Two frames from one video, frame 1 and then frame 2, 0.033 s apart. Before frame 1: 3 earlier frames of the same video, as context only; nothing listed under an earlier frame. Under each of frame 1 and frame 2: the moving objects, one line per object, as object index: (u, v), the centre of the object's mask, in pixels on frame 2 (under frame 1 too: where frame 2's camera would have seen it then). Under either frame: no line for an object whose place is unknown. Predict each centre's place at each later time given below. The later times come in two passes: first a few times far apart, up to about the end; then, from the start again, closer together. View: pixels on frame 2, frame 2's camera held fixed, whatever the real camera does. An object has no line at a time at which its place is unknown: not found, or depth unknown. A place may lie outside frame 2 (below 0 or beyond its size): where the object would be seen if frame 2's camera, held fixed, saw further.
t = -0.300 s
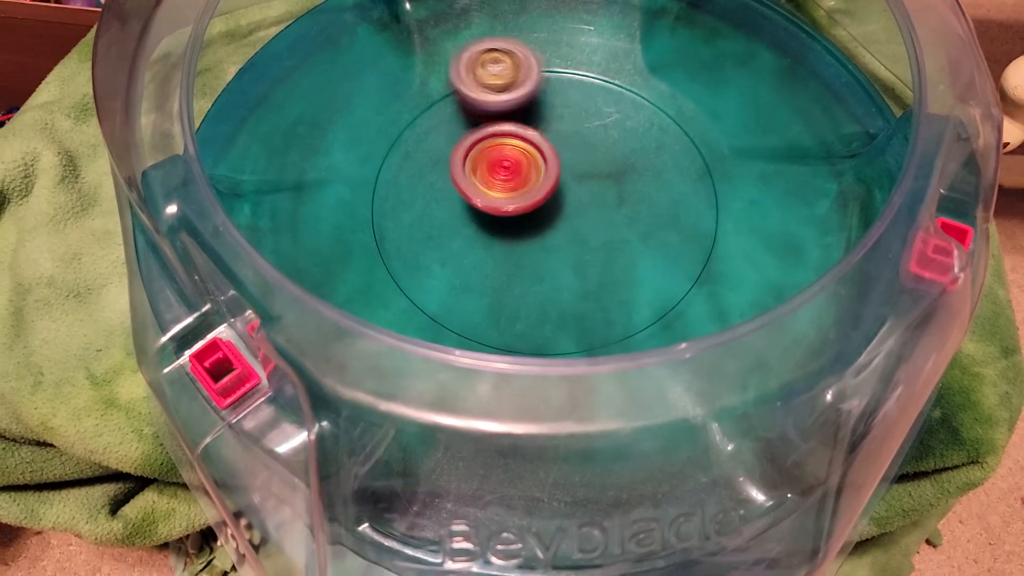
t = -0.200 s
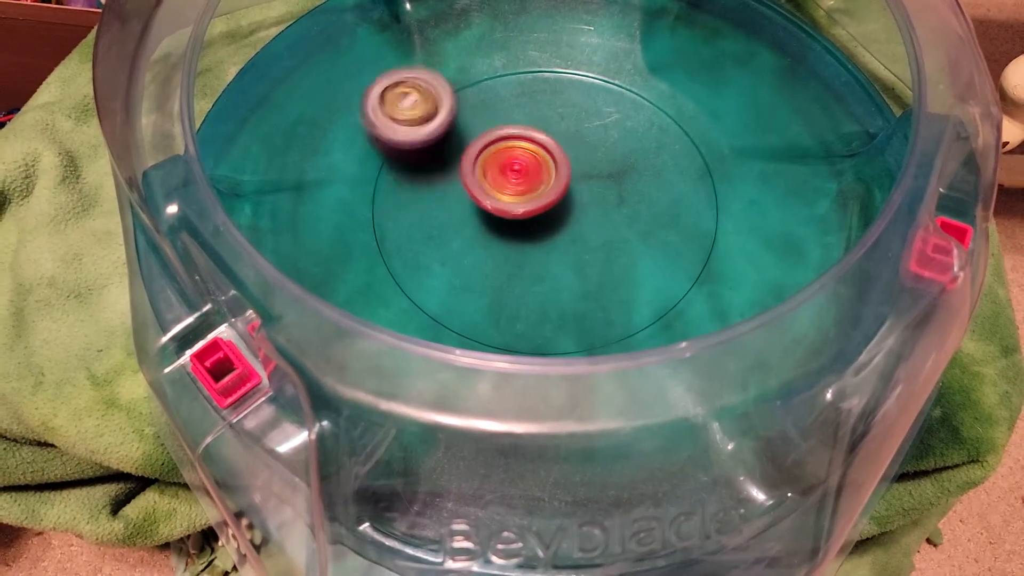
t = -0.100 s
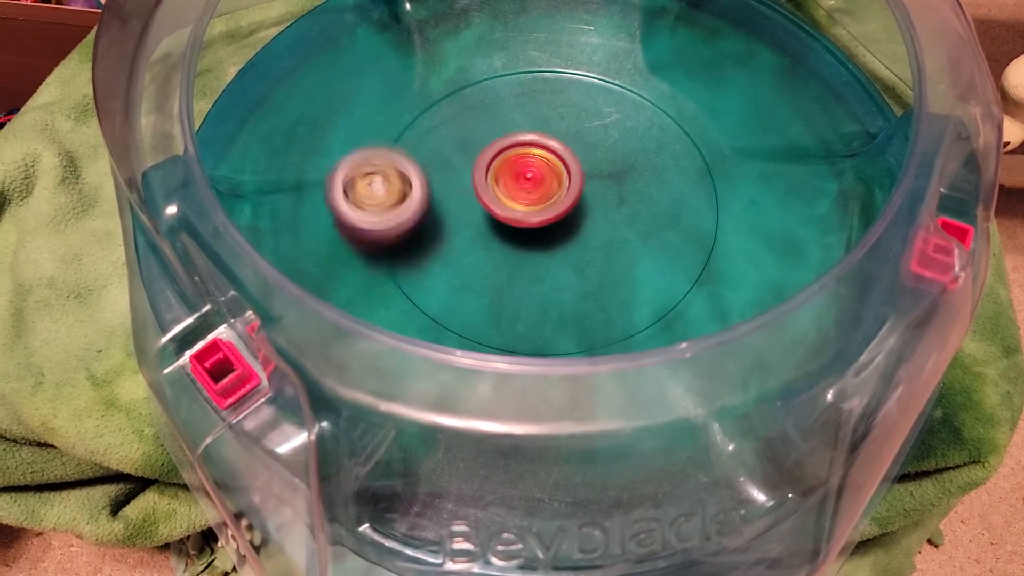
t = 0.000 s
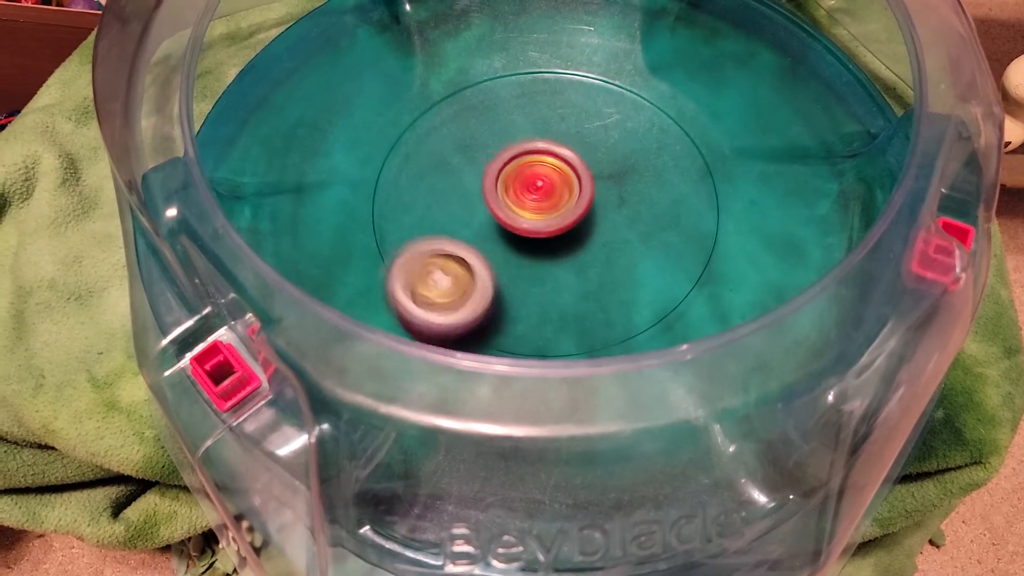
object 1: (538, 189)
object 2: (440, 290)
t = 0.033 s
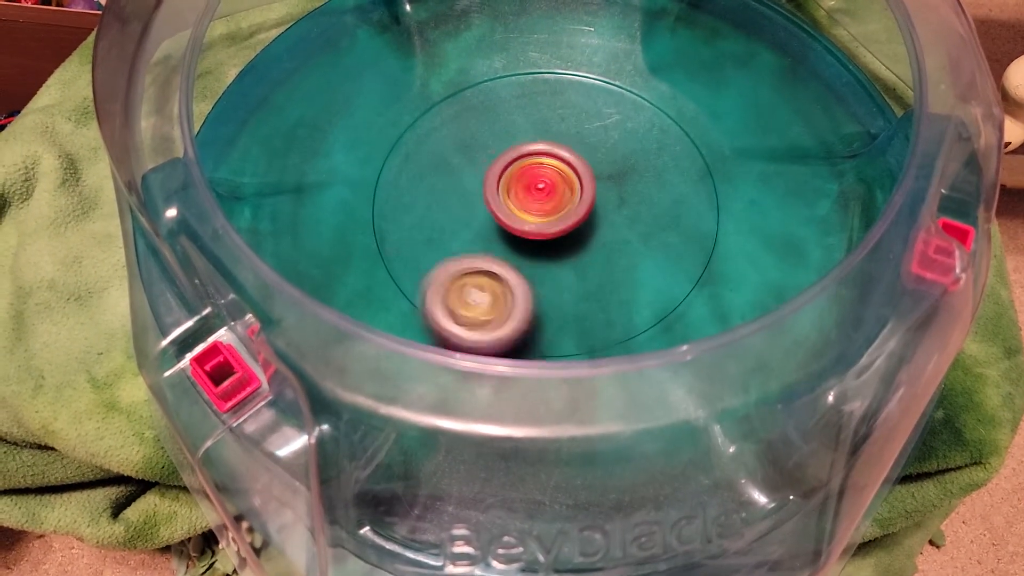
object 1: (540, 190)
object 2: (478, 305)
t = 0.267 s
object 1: (544, 191)
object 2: (693, 210)
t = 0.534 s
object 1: (549, 187)
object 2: (545, 49)
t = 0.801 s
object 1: (550, 191)
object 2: (389, 204)
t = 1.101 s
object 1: (549, 192)
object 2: (662, 293)
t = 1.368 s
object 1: (543, 193)
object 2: (648, 83)
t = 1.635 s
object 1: (537, 189)
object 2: (419, 131)
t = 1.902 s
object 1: (534, 184)
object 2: (504, 316)
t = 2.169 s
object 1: (537, 185)
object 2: (691, 186)
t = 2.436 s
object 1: (545, 183)
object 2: (501, 84)
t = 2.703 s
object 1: (551, 183)
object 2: (390, 239)
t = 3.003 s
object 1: (548, 187)
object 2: (654, 268)
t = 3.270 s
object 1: (545, 196)
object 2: (616, 86)
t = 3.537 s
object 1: (542, 198)
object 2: (409, 112)
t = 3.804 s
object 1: (540, 193)
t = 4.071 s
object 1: (537, 186)
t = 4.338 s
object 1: (540, 184)
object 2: (625, 73)
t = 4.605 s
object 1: (545, 182)
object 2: (423, 125)
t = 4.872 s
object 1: (547, 185)
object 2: (463, 305)
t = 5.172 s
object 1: (546, 193)
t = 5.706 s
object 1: (543, 195)
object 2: (395, 160)
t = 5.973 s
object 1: (540, 189)
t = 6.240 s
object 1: (543, 186)
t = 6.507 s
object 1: (548, 185)
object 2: (563, 71)
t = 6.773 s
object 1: (550, 187)
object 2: (408, 152)
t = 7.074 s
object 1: (546, 193)
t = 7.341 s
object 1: (542, 194)
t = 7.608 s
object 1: (539, 190)
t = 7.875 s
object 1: (543, 186)
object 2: (422, 160)
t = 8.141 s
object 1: (549, 184)
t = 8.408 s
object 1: (549, 187)
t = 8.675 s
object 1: (549, 192)
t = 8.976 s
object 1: (546, 195)
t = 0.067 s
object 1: (541, 191)
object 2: (519, 313)
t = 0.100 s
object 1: (543, 192)
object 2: (560, 312)
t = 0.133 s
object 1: (543, 192)
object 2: (601, 305)
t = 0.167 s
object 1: (543, 192)
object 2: (635, 288)
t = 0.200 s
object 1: (542, 192)
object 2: (661, 266)
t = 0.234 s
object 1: (543, 191)
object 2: (682, 239)
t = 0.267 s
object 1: (544, 191)
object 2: (693, 210)
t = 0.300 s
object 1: (544, 191)
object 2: (696, 183)
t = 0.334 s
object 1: (545, 190)
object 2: (694, 152)
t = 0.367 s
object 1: (545, 189)
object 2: (686, 124)
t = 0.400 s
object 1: (547, 188)
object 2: (671, 98)
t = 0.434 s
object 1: (548, 188)
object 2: (649, 76)
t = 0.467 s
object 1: (548, 188)
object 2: (621, 61)
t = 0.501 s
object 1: (548, 188)
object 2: (584, 51)
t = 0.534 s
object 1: (549, 187)
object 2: (545, 49)
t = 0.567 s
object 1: (550, 188)
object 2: (510, 52)
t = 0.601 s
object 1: (550, 188)
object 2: (478, 60)
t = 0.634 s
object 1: (550, 188)
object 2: (448, 76)
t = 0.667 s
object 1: (550, 189)
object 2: (426, 93)
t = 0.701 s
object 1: (550, 189)
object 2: (406, 116)
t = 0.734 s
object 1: (551, 190)
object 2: (393, 144)
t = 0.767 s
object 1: (551, 191)
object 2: (387, 174)
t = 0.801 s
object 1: (550, 191)
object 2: (389, 204)
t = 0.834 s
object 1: (550, 192)
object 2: (400, 235)
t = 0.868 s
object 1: (549, 192)
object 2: (419, 261)
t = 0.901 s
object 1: (549, 192)
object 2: (444, 285)
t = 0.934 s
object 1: (549, 192)
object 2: (477, 302)
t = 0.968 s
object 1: (550, 193)
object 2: (513, 313)
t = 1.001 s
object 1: (549, 193)
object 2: (553, 317)
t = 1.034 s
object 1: (549, 193)
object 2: (591, 316)
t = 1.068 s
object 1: (549, 193)
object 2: (628, 309)
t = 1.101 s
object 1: (549, 192)
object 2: (662, 293)
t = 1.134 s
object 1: (549, 192)
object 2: (687, 267)
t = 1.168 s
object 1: (548, 193)
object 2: (705, 238)
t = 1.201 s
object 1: (548, 193)
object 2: (714, 209)
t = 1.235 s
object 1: (547, 193)
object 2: (716, 179)
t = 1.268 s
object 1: (545, 193)
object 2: (709, 151)
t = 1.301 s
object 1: (544, 193)
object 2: (695, 123)
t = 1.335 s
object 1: (544, 193)
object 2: (676, 100)
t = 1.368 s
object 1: (543, 193)
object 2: (648, 83)
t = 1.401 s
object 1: (542, 193)
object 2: (620, 71)
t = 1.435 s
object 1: (541, 193)
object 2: (588, 65)
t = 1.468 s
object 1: (540, 192)
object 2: (558, 62)
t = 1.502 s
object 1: (538, 192)
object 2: (523, 68)
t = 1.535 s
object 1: (537, 191)
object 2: (494, 76)
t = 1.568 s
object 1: (537, 190)
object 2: (465, 90)
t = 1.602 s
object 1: (537, 190)
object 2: (440, 106)
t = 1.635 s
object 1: (537, 189)
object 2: (419, 131)
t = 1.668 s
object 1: (537, 189)
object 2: (404, 156)
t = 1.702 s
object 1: (536, 188)
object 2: (393, 181)
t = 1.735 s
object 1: (535, 188)
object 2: (389, 209)
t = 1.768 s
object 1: (535, 187)
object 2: (393, 238)
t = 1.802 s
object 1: (534, 186)
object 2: (405, 266)
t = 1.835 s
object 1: (534, 186)
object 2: (428, 288)
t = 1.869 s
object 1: (534, 185)
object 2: (465, 306)
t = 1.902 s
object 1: (534, 184)
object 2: (504, 316)
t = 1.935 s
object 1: (535, 185)
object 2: (547, 320)
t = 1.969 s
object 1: (535, 185)
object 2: (589, 317)
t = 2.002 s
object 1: (535, 185)
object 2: (626, 307)
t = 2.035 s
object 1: (535, 185)
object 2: (656, 290)
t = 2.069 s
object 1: (535, 185)
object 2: (678, 266)
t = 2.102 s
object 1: (536, 185)
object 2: (689, 240)
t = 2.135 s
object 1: (536, 185)
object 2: (694, 213)
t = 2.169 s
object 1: (537, 185)
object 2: (691, 186)
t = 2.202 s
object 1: (538, 184)
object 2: (682, 161)
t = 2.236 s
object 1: (540, 184)
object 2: (666, 140)
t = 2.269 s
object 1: (541, 184)
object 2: (646, 117)
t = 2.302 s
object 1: (542, 184)
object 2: (621, 101)
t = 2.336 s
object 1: (543, 184)
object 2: (593, 89)
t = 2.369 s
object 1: (544, 183)
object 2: (563, 83)
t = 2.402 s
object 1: (544, 183)
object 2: (532, 80)
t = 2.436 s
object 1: (545, 183)
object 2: (501, 84)
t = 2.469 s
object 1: (546, 183)
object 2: (473, 89)
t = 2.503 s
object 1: (547, 183)
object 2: (445, 101)
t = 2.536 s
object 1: (548, 183)
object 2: (422, 114)
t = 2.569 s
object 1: (549, 183)
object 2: (403, 133)
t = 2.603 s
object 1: (549, 183)
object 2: (387, 157)
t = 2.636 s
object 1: (550, 183)
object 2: (376, 181)
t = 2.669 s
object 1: (551, 183)
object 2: (377, 208)
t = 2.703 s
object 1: (551, 183)
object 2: (390, 239)
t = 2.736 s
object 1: (551, 183)
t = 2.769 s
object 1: (551, 183)
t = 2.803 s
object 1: (550, 184)
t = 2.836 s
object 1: (550, 184)
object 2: (502, 312)
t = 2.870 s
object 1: (549, 184)
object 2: (539, 315)
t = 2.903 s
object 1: (549, 185)
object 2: (573, 313)
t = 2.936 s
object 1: (548, 185)
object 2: (605, 304)
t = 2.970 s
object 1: (548, 186)
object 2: (632, 288)
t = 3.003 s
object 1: (548, 187)
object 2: (654, 268)
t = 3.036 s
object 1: (547, 189)
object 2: (669, 245)
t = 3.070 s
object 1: (547, 190)
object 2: (678, 219)
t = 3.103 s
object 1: (546, 191)
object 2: (681, 192)
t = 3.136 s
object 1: (546, 193)
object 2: (678, 167)
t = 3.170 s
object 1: (546, 194)
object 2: (669, 143)
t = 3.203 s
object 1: (546, 195)
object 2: (656, 121)
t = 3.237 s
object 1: (545, 195)
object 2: (638, 102)
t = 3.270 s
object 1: (545, 196)
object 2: (616, 86)
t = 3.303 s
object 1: (545, 197)
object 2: (591, 74)
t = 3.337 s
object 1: (545, 197)
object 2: (564, 66)
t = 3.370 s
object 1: (544, 198)
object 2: (535, 62)
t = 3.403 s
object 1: (544, 198)
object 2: (507, 64)
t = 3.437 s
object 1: (543, 198)
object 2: (480, 67)
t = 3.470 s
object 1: (543, 198)
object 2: (453, 79)
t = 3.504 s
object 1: (543, 198)
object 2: (430, 93)
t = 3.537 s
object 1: (542, 198)
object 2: (409, 112)
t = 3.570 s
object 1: (542, 197)
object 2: (394, 133)
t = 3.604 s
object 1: (542, 197)
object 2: (384, 158)
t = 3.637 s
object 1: (541, 196)
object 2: (382, 184)
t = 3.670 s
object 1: (541, 196)
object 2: (385, 209)
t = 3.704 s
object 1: (541, 195)
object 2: (396, 235)
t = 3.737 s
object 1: (541, 194)
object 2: (413, 258)
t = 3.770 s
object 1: (541, 193)
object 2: (437, 280)
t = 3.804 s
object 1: (540, 193)
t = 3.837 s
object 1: (540, 191)
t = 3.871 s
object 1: (539, 191)
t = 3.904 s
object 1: (539, 190)
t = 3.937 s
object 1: (539, 189)
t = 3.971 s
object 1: (538, 188)
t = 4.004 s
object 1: (538, 187)
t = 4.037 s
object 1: (537, 187)
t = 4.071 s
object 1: (537, 186)
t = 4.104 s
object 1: (537, 185)
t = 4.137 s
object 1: (536, 184)
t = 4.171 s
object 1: (537, 184)
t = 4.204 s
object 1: (537, 184)
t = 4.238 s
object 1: (538, 184)
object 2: (688, 119)
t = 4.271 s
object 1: (538, 184)
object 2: (671, 101)
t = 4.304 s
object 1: (539, 183)
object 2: (650, 85)
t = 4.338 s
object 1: (540, 184)
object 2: (625, 73)
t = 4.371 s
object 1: (540, 184)
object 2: (599, 65)
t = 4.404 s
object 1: (541, 184)
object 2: (570, 62)
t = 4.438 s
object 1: (543, 183)
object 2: (542, 62)
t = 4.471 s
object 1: (543, 183)
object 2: (514, 68)
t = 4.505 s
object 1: (544, 182)
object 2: (488, 77)
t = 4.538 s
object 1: (545, 182)
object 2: (462, 90)
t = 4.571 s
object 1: (545, 182)
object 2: (441, 105)
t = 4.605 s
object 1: (545, 182)
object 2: (423, 125)
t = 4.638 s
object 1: (545, 182)
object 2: (409, 146)
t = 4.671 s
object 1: (545, 182)
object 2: (400, 170)
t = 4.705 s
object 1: (545, 182)
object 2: (396, 194)
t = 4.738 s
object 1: (546, 183)
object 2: (397, 220)
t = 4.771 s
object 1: (546, 183)
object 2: (406, 244)
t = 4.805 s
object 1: (547, 184)
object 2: (419, 268)
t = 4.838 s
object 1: (547, 185)
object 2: (438, 289)
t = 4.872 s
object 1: (547, 185)
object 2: (463, 305)
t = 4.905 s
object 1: (548, 186)
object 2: (495, 315)
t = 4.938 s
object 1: (548, 186)
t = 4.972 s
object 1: (547, 186)
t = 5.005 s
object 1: (547, 187)
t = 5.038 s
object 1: (546, 189)
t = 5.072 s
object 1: (546, 190)
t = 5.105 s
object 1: (546, 191)
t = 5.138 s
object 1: (546, 192)
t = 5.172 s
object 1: (546, 193)
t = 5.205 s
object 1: (546, 194)
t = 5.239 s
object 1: (546, 194)
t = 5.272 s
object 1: (546, 195)
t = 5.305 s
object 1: (546, 195)
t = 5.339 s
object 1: (545, 196)
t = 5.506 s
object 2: (517, 86)
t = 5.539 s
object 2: (490, 91)
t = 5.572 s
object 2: (467, 96)
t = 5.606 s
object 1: (544, 196)
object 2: (444, 109)
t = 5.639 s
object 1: (544, 196)
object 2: (424, 123)
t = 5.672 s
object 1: (543, 196)
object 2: (408, 140)
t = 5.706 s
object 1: (543, 195)
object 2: (395, 160)
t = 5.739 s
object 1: (543, 195)
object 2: (387, 181)
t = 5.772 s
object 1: (542, 194)
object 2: (385, 205)
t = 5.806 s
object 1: (541, 192)
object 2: (389, 227)
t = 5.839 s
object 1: (540, 191)
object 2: (398, 248)
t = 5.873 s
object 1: (539, 191)
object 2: (414, 270)
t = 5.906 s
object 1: (539, 190)
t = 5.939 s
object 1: (540, 190)
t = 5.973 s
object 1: (540, 189)
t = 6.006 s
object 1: (540, 189)
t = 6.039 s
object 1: (540, 187)
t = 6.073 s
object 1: (539, 187)
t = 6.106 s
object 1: (539, 187)
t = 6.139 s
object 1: (540, 187)
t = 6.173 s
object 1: (541, 187)
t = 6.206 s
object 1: (542, 187)
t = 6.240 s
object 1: (543, 186)
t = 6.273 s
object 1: (542, 186)
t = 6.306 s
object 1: (543, 186)
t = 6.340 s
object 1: (544, 186)
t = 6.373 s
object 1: (545, 186)
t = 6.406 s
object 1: (546, 186)
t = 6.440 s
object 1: (546, 186)
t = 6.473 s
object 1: (546, 185)
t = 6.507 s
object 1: (548, 185)
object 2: (563, 71)
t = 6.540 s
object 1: (549, 185)
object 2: (538, 70)
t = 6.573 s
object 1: (549, 184)
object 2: (514, 71)
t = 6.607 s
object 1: (549, 185)
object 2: (491, 78)
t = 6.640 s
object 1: (550, 186)
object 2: (468, 86)
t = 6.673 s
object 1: (550, 186)
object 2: (448, 99)
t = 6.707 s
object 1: (551, 186)
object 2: (431, 115)
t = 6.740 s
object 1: (551, 187)
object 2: (418, 132)
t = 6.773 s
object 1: (550, 187)
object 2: (408, 152)
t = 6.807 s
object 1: (550, 188)
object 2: (404, 175)
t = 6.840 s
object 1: (550, 189)
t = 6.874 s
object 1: (550, 190)
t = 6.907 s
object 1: (549, 190)
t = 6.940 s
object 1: (548, 191)
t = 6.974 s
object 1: (547, 192)
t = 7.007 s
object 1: (547, 193)
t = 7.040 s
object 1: (547, 193)
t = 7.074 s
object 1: (546, 193)
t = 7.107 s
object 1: (546, 193)
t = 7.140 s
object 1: (545, 194)
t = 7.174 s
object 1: (545, 194)
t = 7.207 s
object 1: (544, 194)
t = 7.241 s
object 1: (543, 194)
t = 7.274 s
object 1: (542, 195)
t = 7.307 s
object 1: (542, 195)
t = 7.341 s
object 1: (542, 194)
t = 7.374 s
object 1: (541, 193)
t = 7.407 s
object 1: (540, 193)
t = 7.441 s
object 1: (540, 193)
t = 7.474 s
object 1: (540, 193)
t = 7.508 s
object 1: (539, 192)
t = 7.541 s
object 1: (539, 192)
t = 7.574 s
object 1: (539, 191)
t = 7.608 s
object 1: (539, 190)
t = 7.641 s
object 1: (539, 189)
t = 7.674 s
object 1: (538, 189)
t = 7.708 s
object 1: (539, 189)
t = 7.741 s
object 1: (540, 188)
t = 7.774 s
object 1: (540, 187)
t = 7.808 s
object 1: (540, 187)
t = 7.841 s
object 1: (541, 187)
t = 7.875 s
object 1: (543, 186)
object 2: (422, 160)
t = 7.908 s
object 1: (543, 185)
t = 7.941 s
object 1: (544, 185)
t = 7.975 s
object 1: (545, 186)
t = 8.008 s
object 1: (547, 185)
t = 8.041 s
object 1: (547, 185)
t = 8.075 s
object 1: (548, 185)
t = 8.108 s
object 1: (549, 185)
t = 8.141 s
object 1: (549, 184)
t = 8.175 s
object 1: (548, 185)
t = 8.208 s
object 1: (548, 185)
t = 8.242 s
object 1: (549, 185)
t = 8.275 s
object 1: (548, 185)
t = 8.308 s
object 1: (548, 185)
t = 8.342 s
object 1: (549, 186)
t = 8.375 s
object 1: (549, 186)
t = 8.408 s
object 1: (549, 187)
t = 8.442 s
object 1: (549, 188)
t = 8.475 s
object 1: (550, 188)
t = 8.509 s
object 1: (549, 189)
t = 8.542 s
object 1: (549, 190)
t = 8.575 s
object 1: (549, 191)
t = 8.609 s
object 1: (549, 191)
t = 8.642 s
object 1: (549, 192)
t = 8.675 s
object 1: (549, 192)
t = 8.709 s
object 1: (550, 192)
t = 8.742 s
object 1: (549, 192)
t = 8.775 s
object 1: (549, 193)
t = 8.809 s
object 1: (549, 193)
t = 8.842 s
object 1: (548, 193)
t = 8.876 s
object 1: (548, 194)
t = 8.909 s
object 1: (548, 194)
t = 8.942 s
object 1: (547, 194)
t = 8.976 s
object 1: (546, 195)
